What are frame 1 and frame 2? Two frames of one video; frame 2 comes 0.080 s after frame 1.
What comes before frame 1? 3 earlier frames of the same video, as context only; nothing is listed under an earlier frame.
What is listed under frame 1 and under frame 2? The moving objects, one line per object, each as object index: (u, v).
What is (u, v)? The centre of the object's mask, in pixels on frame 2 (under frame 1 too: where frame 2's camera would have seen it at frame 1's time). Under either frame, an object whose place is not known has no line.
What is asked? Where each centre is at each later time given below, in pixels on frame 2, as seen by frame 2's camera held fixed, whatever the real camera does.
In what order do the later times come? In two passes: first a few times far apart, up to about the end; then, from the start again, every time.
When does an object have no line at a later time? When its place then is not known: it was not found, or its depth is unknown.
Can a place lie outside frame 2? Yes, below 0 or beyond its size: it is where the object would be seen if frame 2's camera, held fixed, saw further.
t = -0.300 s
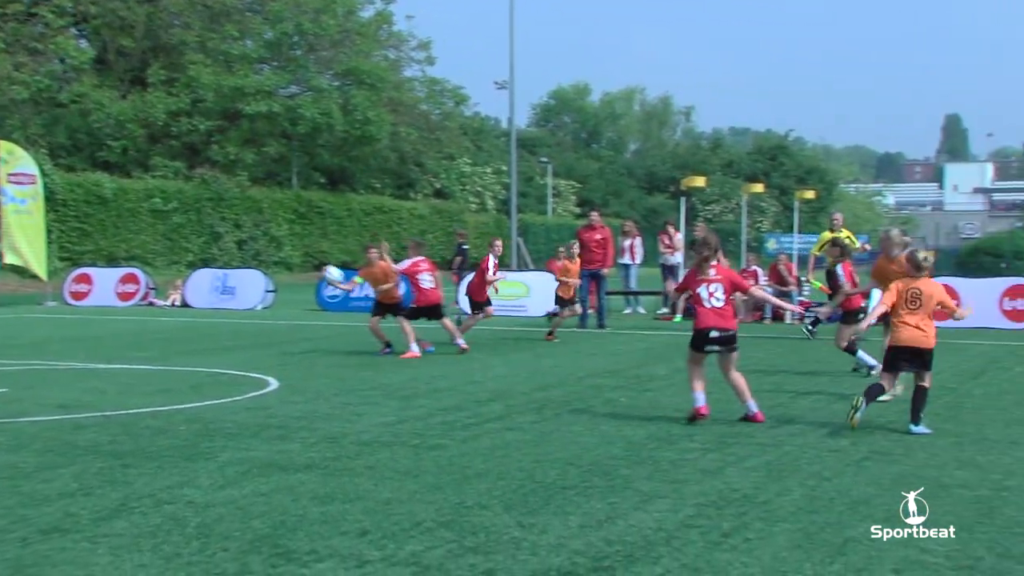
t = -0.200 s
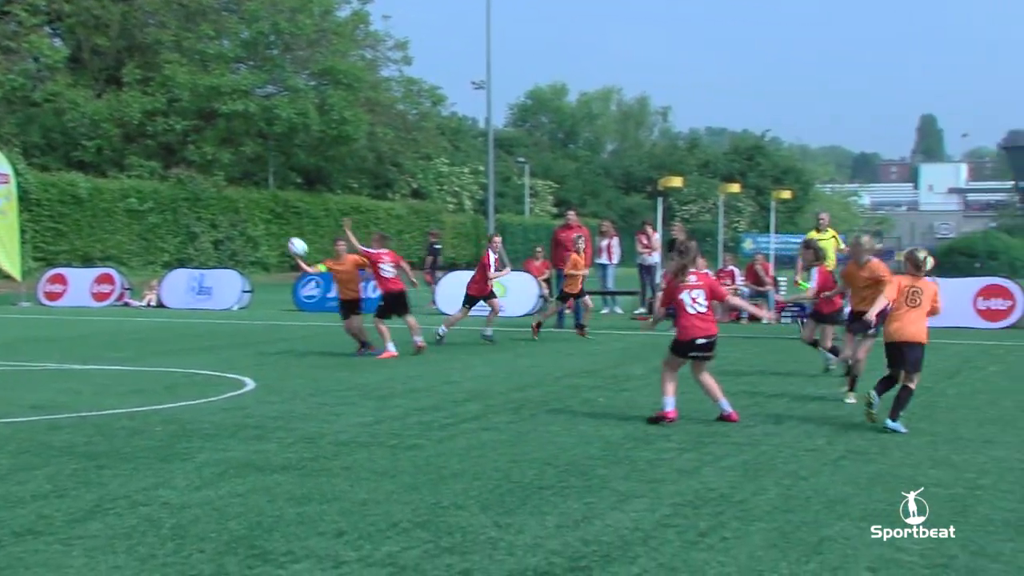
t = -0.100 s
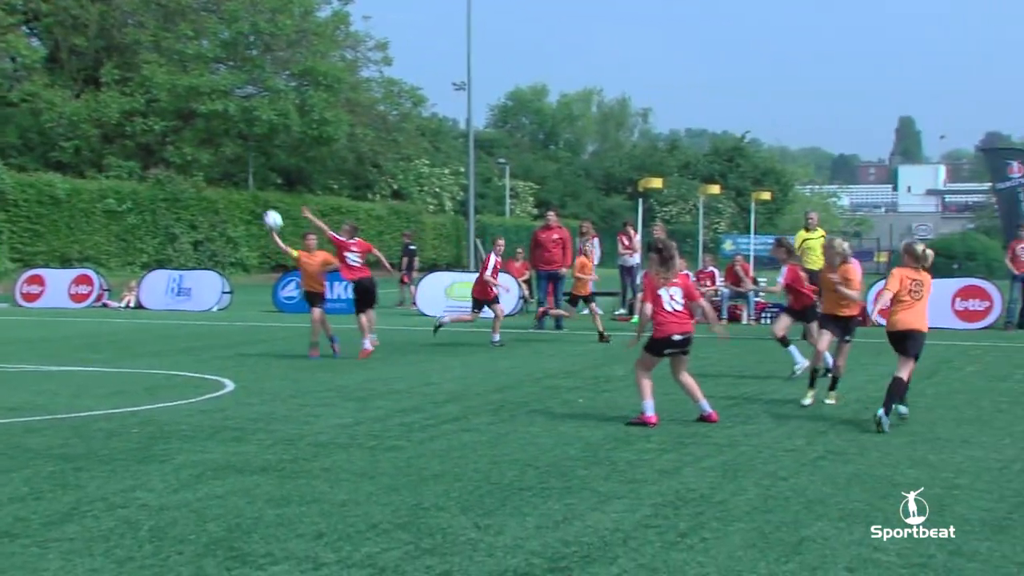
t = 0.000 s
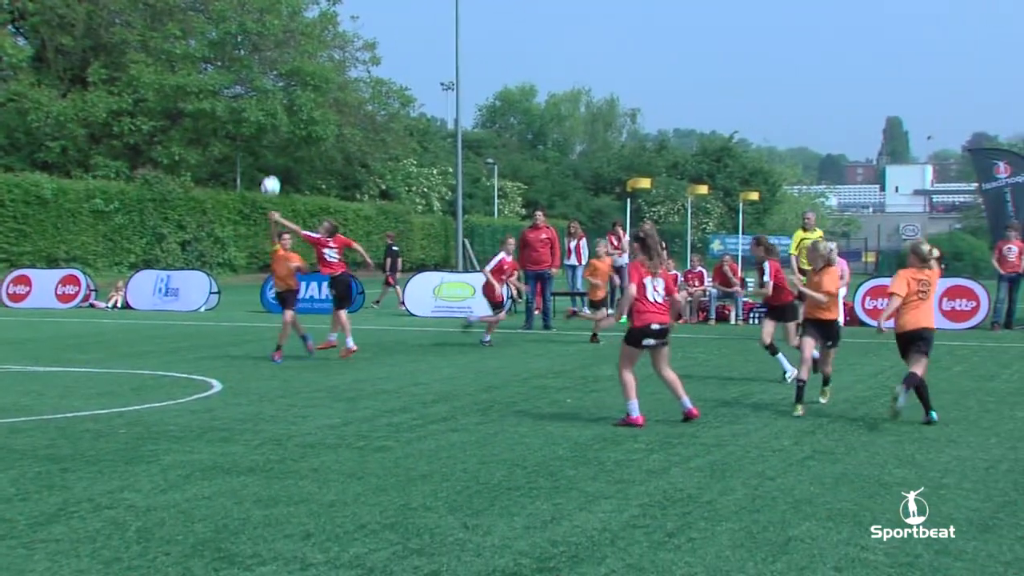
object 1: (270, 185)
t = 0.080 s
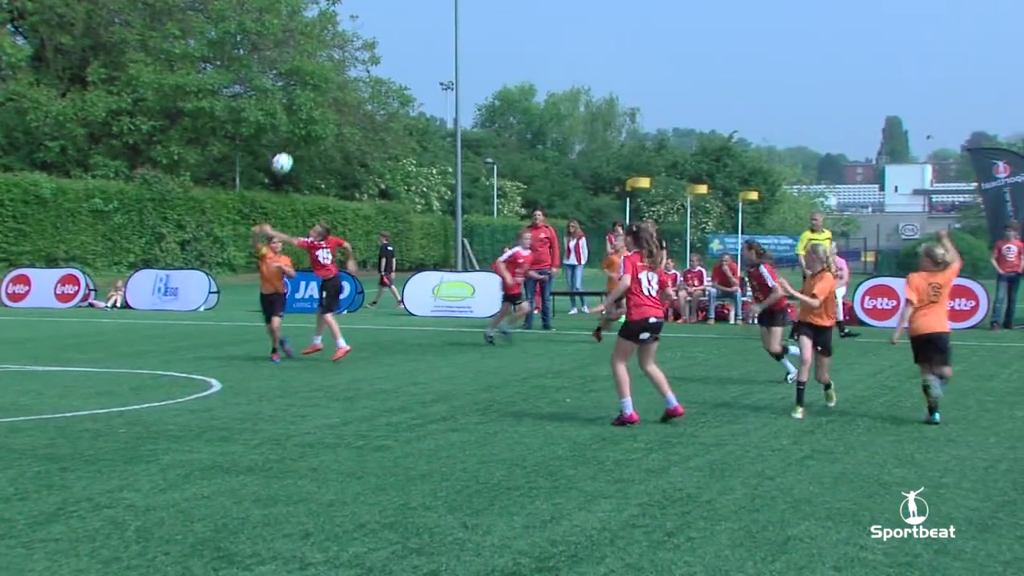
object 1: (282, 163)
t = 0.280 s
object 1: (315, 127)
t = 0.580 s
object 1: (377, 141)
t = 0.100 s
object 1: (285, 158)
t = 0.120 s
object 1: (288, 154)
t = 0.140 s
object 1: (291, 149)
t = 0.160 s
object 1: (295, 145)
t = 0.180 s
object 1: (298, 141)
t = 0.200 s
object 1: (302, 138)
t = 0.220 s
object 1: (306, 134)
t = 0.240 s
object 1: (309, 131)
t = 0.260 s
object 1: (312, 129)
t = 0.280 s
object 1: (315, 127)
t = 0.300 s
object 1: (319, 126)
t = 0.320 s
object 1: (323, 123)
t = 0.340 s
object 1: (327, 122)
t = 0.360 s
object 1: (331, 122)
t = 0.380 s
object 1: (335, 121)
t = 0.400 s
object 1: (339, 121)
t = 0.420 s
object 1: (343, 122)
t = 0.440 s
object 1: (348, 122)
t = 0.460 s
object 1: (352, 123)
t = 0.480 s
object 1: (356, 125)
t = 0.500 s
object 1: (360, 128)
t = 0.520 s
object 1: (364, 130)
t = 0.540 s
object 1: (369, 133)
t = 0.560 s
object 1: (374, 137)
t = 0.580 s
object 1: (377, 141)
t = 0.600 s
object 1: (383, 145)
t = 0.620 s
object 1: (387, 151)
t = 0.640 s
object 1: (391, 157)
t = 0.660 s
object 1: (397, 163)
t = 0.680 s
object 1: (402, 170)
